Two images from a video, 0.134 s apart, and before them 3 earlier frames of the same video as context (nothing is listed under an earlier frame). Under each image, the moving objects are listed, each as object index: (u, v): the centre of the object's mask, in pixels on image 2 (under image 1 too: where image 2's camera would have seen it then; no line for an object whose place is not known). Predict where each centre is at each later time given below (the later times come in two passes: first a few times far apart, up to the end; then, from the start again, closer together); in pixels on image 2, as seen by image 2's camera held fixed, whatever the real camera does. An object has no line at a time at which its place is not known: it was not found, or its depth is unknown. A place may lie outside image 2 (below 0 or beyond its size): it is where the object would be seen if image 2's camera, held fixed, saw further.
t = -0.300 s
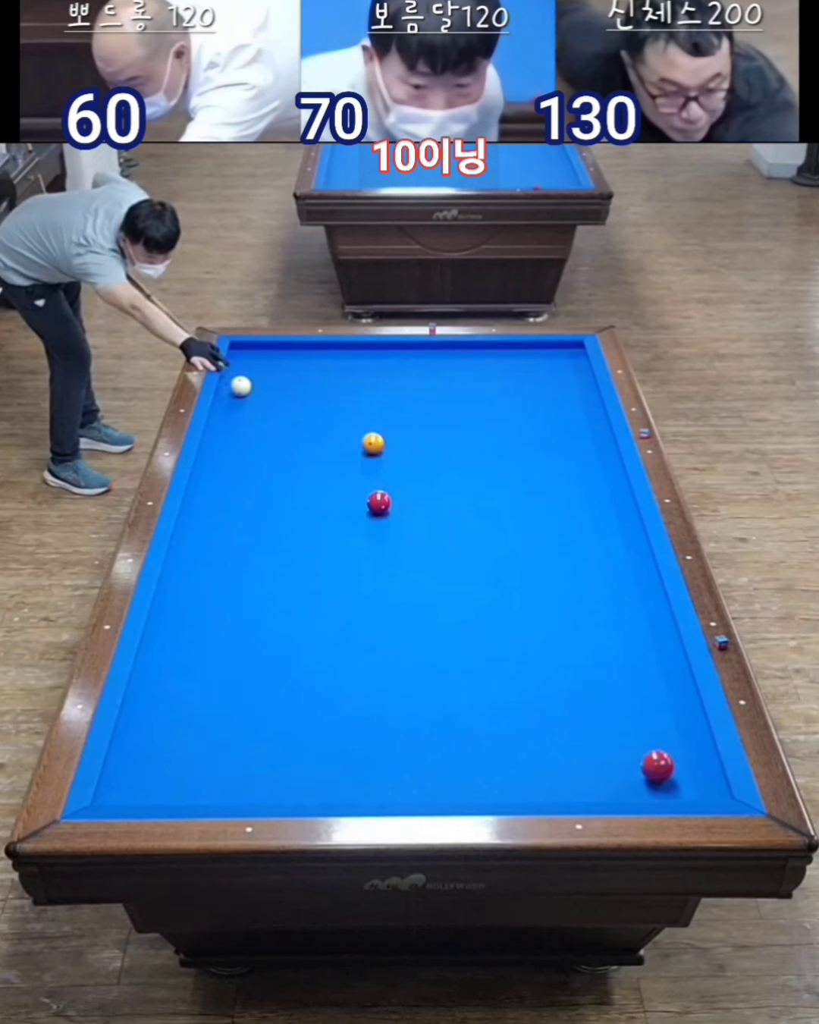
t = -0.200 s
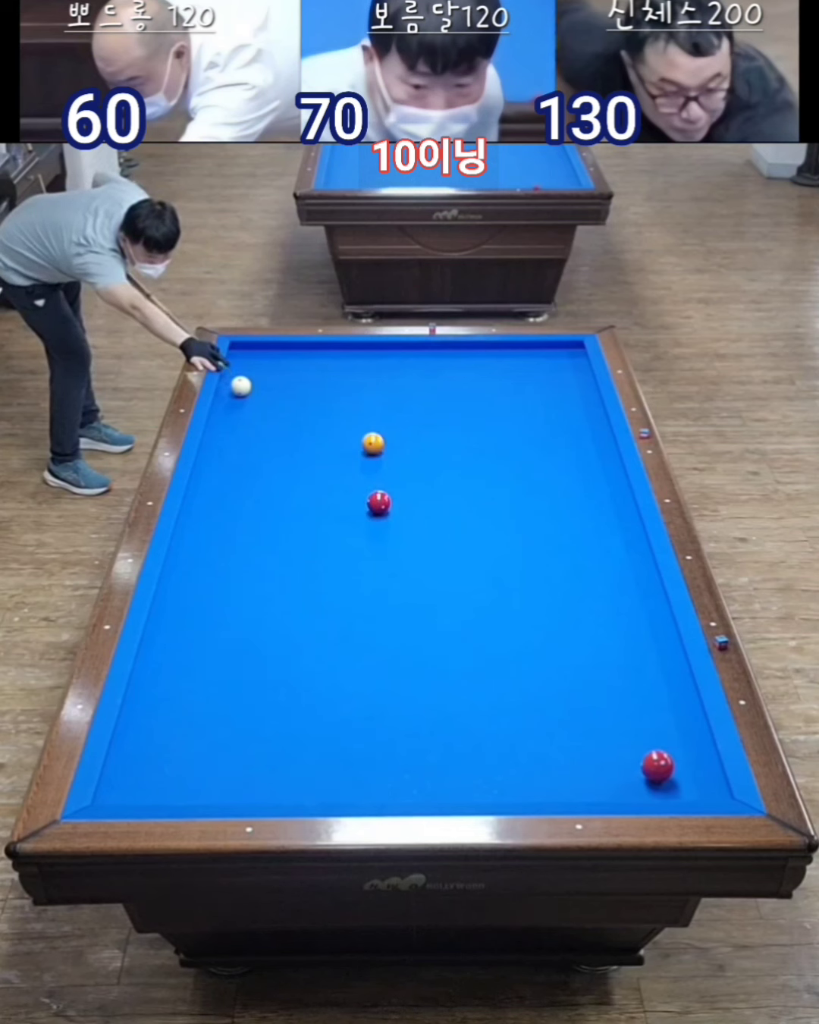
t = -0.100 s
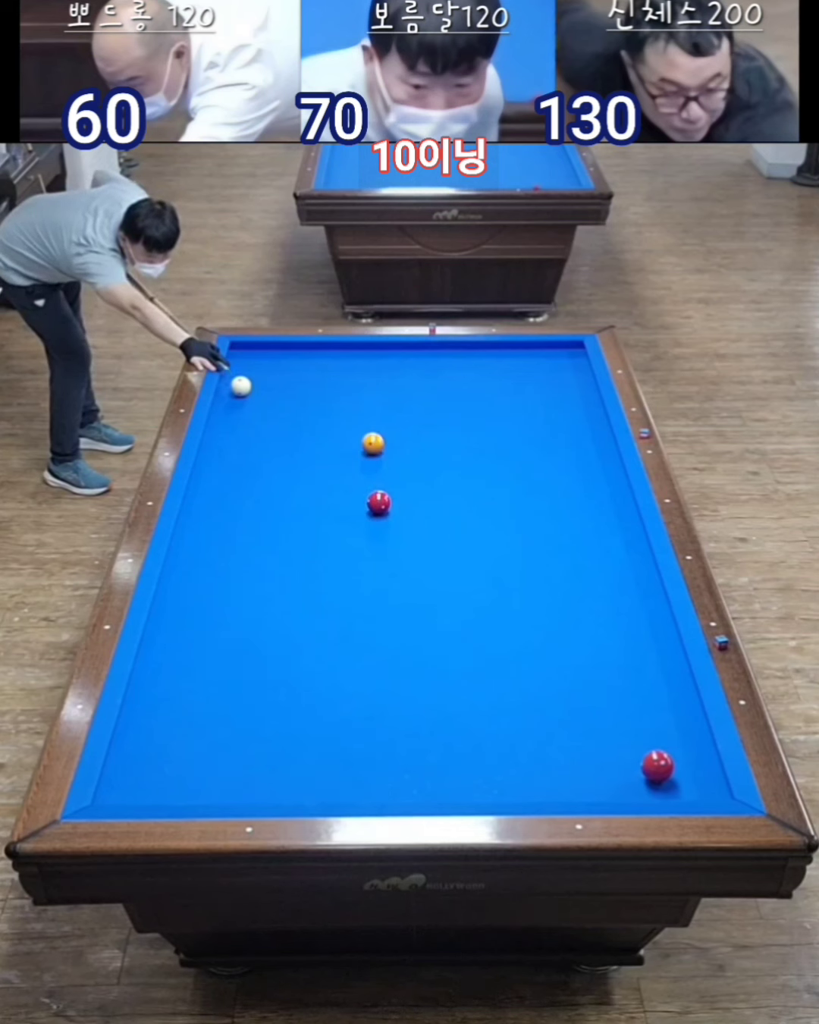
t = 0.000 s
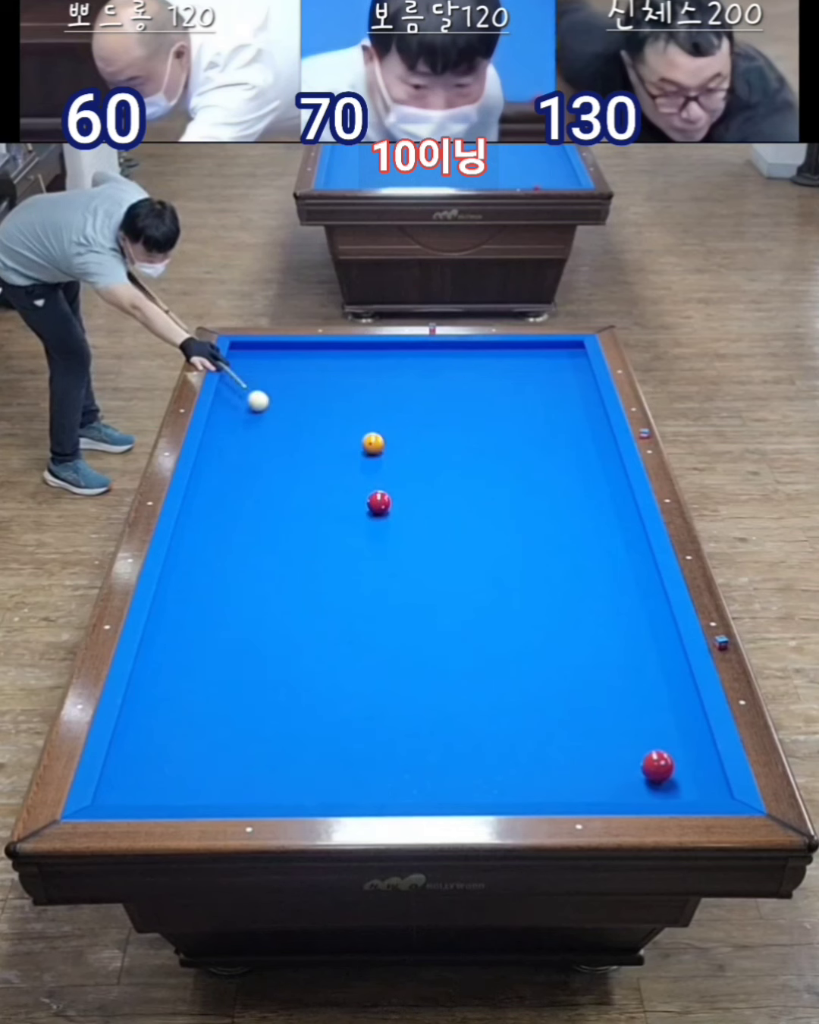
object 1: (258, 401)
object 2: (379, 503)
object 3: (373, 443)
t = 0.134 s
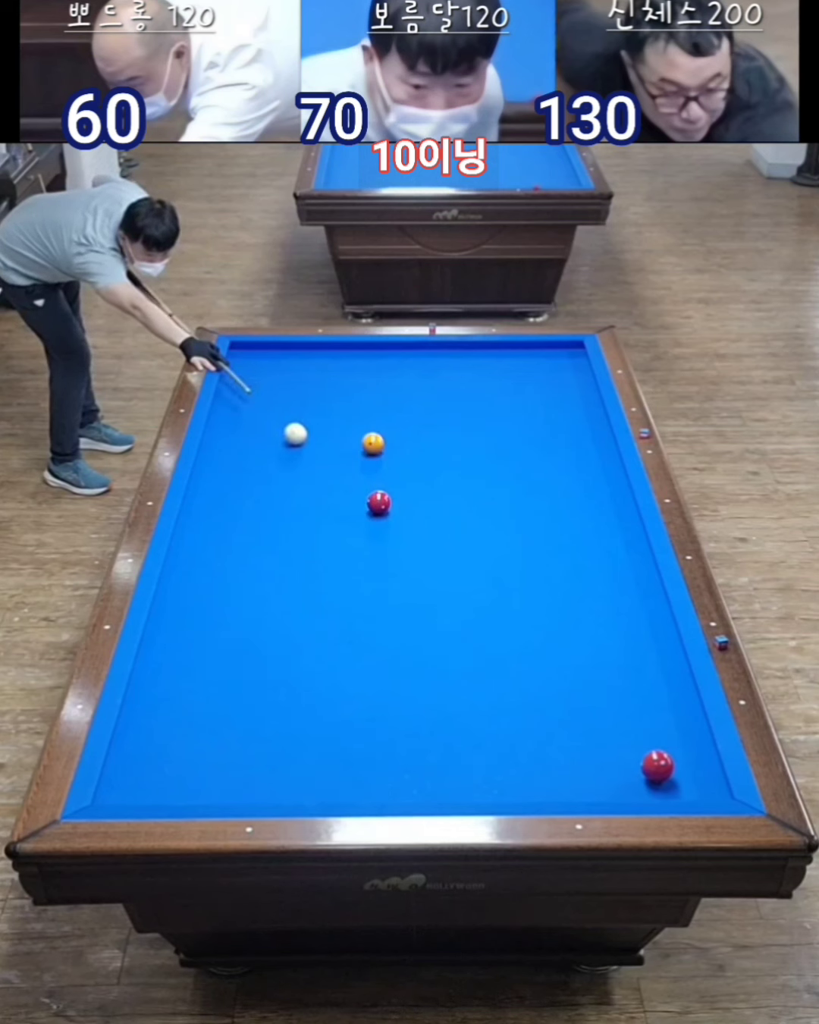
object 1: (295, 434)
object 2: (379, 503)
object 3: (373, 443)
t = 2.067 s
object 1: (354, 721)
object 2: (497, 740)
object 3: (373, 443)
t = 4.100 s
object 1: (373, 667)
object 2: (181, 569)
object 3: (373, 443)
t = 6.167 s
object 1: (388, 575)
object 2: (316, 477)
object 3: (373, 443)
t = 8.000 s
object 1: (391, 521)
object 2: (356, 446)
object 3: (417, 424)
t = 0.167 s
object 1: (305, 443)
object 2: (379, 503)
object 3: (373, 443)
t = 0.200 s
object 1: (315, 451)
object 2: (379, 503)
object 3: (373, 443)
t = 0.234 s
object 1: (326, 461)
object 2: (379, 503)
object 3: (373, 443)
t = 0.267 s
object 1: (336, 470)
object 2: (379, 503)
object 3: (373, 443)
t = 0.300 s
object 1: (347, 479)
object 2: (379, 503)
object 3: (373, 443)
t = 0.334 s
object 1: (358, 489)
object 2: (379, 503)
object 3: (373, 443)
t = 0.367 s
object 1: (362, 495)
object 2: (388, 508)
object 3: (373, 443)
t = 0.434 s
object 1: (356, 499)
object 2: (418, 525)
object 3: (373, 443)
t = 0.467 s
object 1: (353, 502)
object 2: (433, 533)
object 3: (373, 443)
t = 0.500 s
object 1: (352, 504)
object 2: (447, 541)
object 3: (373, 443)
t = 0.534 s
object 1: (351, 507)
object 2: (461, 549)
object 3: (373, 443)
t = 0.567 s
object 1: (350, 510)
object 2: (475, 557)
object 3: (373, 443)
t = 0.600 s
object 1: (349, 514)
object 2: (488, 564)
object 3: (373, 443)
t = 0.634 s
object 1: (349, 518)
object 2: (502, 572)
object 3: (373, 443)
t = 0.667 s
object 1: (350, 522)
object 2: (515, 579)
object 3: (373, 443)
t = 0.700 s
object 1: (350, 526)
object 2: (527, 586)
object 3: (373, 443)
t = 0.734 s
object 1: (350, 530)
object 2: (540, 593)
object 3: (373, 443)
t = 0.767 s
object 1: (350, 534)
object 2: (553, 600)
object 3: (373, 443)
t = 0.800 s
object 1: (350, 538)
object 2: (566, 608)
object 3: (373, 443)
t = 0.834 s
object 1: (350, 542)
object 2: (580, 616)
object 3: (373, 443)
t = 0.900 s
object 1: (350, 551)
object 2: (607, 631)
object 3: (373, 443)
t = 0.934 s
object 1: (351, 555)
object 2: (621, 639)
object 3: (373, 443)
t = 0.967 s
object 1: (351, 559)
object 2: (636, 647)
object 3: (373, 443)
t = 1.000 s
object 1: (351, 563)
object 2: (650, 655)
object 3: (373, 443)
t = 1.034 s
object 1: (351, 567)
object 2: (665, 663)
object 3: (373, 443)
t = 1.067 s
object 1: (351, 572)
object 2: (678, 672)
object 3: (373, 443)
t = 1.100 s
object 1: (351, 576)
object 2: (671, 678)
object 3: (373, 443)
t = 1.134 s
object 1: (351, 581)
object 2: (664, 684)
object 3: (373, 443)
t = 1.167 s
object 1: (351, 585)
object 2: (658, 691)
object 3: (373, 443)
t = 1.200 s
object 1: (351, 590)
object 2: (653, 698)
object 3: (373, 443)
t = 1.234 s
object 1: (351, 594)
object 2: (649, 705)
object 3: (373, 443)
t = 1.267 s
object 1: (352, 599)
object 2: (644, 711)
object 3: (373, 443)
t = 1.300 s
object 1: (352, 603)
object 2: (640, 718)
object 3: (373, 443)
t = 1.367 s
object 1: (352, 613)
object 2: (631, 733)
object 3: (373, 443)
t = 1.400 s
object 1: (352, 618)
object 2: (626, 740)
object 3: (373, 443)
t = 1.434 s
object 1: (352, 622)
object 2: (622, 747)
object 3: (373, 443)
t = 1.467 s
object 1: (352, 627)
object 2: (617, 754)
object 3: (373, 443)
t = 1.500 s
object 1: (353, 632)
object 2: (612, 762)
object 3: (373, 443)
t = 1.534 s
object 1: (353, 637)
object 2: (608, 769)
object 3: (373, 443)
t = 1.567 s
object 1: (353, 642)
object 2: (603, 777)
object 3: (373, 443)
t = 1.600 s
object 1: (353, 647)
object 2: (598, 784)
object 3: (373, 443)
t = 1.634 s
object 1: (353, 652)
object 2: (593, 789)
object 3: (373, 443)
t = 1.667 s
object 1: (353, 657)
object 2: (585, 787)
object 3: (373, 443)
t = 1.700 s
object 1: (353, 662)
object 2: (577, 784)
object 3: (373, 443)
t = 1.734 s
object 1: (353, 667)
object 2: (569, 779)
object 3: (373, 443)
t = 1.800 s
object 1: (353, 677)
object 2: (554, 771)
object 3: (373, 443)
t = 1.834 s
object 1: (354, 682)
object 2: (547, 767)
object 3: (373, 443)
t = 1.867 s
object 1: (354, 688)
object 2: (539, 763)
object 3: (373, 443)
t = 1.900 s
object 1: (354, 694)
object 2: (532, 760)
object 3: (373, 443)
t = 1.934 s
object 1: (354, 699)
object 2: (525, 756)
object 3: (373, 443)
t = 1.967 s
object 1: (354, 704)
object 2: (518, 752)
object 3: (373, 443)
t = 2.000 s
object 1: (354, 710)
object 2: (511, 748)
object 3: (373, 443)
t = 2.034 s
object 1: (354, 715)
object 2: (504, 744)
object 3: (373, 443)
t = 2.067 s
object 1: (354, 721)
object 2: (497, 740)
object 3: (373, 443)
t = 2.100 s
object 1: (355, 727)
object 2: (490, 737)
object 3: (373, 443)
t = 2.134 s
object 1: (355, 733)
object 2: (484, 733)
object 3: (373, 443)
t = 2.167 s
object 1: (355, 739)
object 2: (477, 730)
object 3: (373, 443)
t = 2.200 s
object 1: (355, 744)
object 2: (470, 726)
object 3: (373, 443)
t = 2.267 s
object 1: (355, 756)
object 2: (457, 719)
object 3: (373, 443)
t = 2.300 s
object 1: (356, 762)
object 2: (451, 715)
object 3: (373, 443)
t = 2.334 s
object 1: (356, 768)
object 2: (444, 712)
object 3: (373, 443)
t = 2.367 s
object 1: (356, 774)
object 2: (438, 709)
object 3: (373, 443)
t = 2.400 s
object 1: (356, 780)
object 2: (432, 705)
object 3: (373, 443)
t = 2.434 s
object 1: (356, 786)
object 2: (426, 703)
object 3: (373, 443)
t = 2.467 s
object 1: (357, 789)
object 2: (420, 699)
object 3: (373, 443)
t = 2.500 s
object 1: (357, 790)
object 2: (413, 696)
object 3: (373, 443)
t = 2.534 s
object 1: (357, 787)
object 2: (408, 692)
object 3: (373, 443)
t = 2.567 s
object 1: (357, 785)
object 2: (402, 689)
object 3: (373, 443)
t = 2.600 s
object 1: (358, 783)
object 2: (396, 686)
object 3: (373, 443)
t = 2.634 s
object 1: (358, 779)
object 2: (390, 683)
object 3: (373, 443)
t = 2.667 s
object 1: (358, 776)
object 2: (384, 680)
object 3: (373, 443)
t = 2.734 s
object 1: (359, 770)
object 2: (373, 674)
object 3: (373, 443)
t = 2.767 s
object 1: (359, 766)
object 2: (367, 671)
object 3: (373, 443)
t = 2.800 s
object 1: (359, 764)
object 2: (362, 667)
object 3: (373, 443)
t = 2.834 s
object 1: (360, 761)
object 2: (356, 665)
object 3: (373, 443)
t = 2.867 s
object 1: (360, 758)
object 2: (351, 662)
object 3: (373, 443)
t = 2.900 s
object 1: (361, 754)
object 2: (345, 659)
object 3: (373, 443)
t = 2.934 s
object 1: (361, 752)
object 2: (340, 656)
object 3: (373, 443)
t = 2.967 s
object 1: (361, 749)
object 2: (335, 653)
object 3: (373, 443)
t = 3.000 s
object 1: (362, 746)
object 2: (330, 650)
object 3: (373, 443)
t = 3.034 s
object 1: (362, 743)
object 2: (325, 648)
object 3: (373, 443)
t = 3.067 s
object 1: (362, 740)
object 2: (319, 644)
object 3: (373, 443)
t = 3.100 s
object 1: (363, 738)
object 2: (314, 642)
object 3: (373, 443)
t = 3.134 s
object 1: (363, 735)
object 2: (309, 639)
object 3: (373, 443)
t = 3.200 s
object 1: (364, 729)
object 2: (299, 634)
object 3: (373, 443)
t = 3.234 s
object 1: (365, 727)
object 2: (294, 631)
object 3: (373, 443)
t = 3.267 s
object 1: (365, 724)
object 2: (289, 628)
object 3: (373, 443)
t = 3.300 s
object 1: (365, 721)
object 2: (285, 626)
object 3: (373, 443)
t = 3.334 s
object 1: (366, 719)
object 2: (280, 623)
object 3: (373, 443)
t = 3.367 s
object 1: (366, 716)
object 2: (275, 620)
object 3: (373, 443)
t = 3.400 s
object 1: (366, 714)
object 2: (271, 618)
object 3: (373, 443)
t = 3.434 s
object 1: (367, 711)
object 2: (266, 616)
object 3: (373, 443)
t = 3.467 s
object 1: (367, 709)
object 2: (261, 613)
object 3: (373, 443)
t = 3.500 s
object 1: (367, 706)
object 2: (257, 611)
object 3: (373, 443)
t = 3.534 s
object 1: (368, 704)
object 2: (252, 609)
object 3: (373, 443)
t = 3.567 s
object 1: (368, 702)
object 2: (248, 606)
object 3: (373, 443)
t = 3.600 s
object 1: (368, 699)
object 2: (243, 603)
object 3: (373, 443)
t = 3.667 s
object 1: (369, 694)
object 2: (234, 598)
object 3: (373, 443)
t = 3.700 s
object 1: (369, 692)
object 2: (230, 596)
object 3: (373, 443)
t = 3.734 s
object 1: (369, 690)
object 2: (226, 594)
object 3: (373, 443)
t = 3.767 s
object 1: (370, 688)
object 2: (222, 592)
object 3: (373, 443)
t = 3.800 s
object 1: (370, 686)
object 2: (217, 589)
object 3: (373, 443)
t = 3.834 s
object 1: (370, 683)
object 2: (213, 587)
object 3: (373, 443)
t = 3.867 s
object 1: (371, 681)
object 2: (210, 584)
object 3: (373, 443)
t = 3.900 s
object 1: (371, 679)
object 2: (205, 582)
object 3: (373, 443)
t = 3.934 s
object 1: (371, 677)
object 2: (201, 580)
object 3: (373, 443)
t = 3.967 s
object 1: (372, 675)
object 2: (197, 578)
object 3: (373, 443)
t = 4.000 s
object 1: (372, 673)
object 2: (193, 576)
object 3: (373, 443)
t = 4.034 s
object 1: (372, 671)
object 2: (189, 573)
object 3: (373, 443)
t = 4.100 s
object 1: (373, 667)
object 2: (181, 569)
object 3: (373, 443)
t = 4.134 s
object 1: (373, 665)
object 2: (177, 567)
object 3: (373, 443)
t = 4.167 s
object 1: (373, 663)
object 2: (179, 566)
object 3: (373, 443)
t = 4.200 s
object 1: (374, 661)
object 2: (182, 563)
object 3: (373, 443)
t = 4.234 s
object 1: (374, 659)
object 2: (185, 561)
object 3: (373, 443)
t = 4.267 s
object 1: (374, 657)
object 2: (187, 560)
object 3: (373, 443)
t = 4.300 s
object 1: (374, 655)
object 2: (190, 558)
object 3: (373, 443)
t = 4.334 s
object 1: (375, 653)
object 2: (193, 556)
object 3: (373, 443)
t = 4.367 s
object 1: (375, 651)
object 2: (196, 554)
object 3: (373, 443)
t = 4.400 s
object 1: (376, 650)
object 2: (199, 552)
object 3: (373, 443)
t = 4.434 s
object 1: (376, 648)
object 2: (201, 551)
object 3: (373, 443)
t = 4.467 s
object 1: (376, 646)
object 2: (204, 549)
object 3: (373, 443)
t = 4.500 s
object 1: (377, 644)
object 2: (207, 547)
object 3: (373, 443)
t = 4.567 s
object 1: (377, 641)
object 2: (212, 544)
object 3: (373, 443)
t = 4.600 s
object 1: (377, 639)
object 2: (214, 542)
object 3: (373, 443)
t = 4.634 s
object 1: (378, 637)
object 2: (217, 541)
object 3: (373, 443)
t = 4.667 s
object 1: (378, 635)
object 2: (220, 539)
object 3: (373, 443)
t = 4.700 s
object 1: (378, 634)
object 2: (222, 537)
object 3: (373, 443)
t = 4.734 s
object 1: (379, 632)
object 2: (225, 535)
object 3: (373, 443)
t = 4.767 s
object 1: (379, 630)
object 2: (227, 534)
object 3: (373, 443)
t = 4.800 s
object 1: (379, 629)
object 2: (230, 532)
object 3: (373, 443)
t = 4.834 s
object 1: (379, 627)
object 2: (232, 531)
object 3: (373, 443)
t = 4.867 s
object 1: (380, 625)
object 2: (234, 529)
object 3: (373, 443)
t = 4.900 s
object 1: (380, 624)
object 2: (237, 527)
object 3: (373, 443)
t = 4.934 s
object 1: (380, 622)
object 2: (239, 526)
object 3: (373, 443)
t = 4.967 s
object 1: (380, 621)
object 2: (242, 524)
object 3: (373, 443)
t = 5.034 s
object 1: (381, 618)
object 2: (247, 521)
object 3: (373, 443)
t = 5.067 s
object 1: (381, 616)
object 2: (249, 520)
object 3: (373, 443)
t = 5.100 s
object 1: (381, 615)
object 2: (251, 518)
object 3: (373, 443)
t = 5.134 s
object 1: (382, 613)
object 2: (253, 517)
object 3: (373, 443)
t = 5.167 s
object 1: (382, 612)
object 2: (256, 515)
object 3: (373, 443)
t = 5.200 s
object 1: (382, 611)
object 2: (258, 514)
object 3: (373, 443)
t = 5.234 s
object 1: (382, 609)
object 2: (260, 513)
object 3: (373, 443)
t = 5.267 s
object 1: (383, 608)
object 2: (262, 511)
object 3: (373, 443)
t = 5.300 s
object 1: (383, 606)
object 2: (265, 510)
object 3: (373, 443)
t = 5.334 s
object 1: (383, 605)
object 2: (267, 508)
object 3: (373, 443)
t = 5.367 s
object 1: (383, 604)
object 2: (269, 507)
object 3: (373, 443)
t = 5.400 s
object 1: (384, 602)
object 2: (271, 505)
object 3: (373, 443)
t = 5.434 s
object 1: (384, 601)
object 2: (273, 504)
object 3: (373, 443)
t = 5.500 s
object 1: (384, 598)
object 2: (278, 501)
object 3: (373, 443)
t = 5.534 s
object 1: (385, 597)
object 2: (280, 500)
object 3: (373, 443)
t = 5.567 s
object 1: (385, 596)
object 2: (281, 499)
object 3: (373, 443)
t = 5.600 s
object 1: (385, 595)
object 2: (283, 497)
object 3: (373, 443)
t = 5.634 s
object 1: (385, 594)
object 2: (285, 496)
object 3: (373, 443)
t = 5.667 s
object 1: (385, 592)
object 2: (288, 495)
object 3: (373, 443)
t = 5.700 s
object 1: (386, 591)
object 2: (290, 494)
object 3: (373, 443)
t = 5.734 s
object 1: (386, 590)
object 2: (292, 492)
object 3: (373, 443)
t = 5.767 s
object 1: (386, 589)
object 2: (293, 491)
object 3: (373, 443)
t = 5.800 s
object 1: (386, 587)
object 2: (295, 490)
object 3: (373, 443)
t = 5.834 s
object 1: (386, 586)
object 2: (297, 488)
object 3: (373, 443)
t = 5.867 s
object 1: (387, 585)
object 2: (299, 488)
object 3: (373, 443)
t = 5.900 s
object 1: (387, 584)
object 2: (301, 486)
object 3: (373, 443)
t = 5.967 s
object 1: (387, 582)
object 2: (305, 484)
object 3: (373, 443)
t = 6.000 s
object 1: (387, 581)
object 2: (307, 483)
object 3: (373, 443)
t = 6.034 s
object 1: (387, 580)
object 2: (308, 482)
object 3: (373, 443)
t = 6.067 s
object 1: (387, 578)
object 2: (310, 481)
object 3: (373, 443)
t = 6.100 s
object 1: (388, 578)
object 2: (312, 479)
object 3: (373, 443)
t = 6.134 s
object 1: (388, 576)
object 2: (314, 478)
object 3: (373, 443)
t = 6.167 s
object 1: (388, 575)
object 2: (316, 477)
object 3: (373, 443)
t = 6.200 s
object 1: (388, 575)
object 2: (317, 476)
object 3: (373, 443)
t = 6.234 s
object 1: (388, 573)
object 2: (319, 475)
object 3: (373, 443)
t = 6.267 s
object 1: (388, 572)
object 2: (321, 474)
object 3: (373, 443)
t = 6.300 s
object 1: (388, 571)
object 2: (322, 473)
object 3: (373, 443)
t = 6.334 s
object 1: (388, 571)
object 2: (324, 471)
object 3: (373, 443)
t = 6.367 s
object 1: (388, 570)
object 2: (325, 471)
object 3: (373, 443)
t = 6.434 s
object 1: (388, 568)
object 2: (329, 469)
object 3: (373, 443)
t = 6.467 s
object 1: (389, 567)
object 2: (330, 468)
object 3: (373, 443)
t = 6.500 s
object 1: (389, 566)
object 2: (332, 466)
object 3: (373, 443)
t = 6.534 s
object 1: (389, 565)
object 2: (334, 466)
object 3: (373, 443)
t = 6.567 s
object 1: (389, 564)
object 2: (335, 465)
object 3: (373, 443)
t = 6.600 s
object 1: (389, 563)
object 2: (337, 463)
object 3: (373, 443)
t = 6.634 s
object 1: (389, 562)
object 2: (339, 462)
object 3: (373, 443)
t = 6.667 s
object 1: (389, 561)
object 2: (340, 461)
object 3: (373, 443)
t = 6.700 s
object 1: (389, 560)
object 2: (341, 461)
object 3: (373, 443)
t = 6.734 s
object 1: (389, 560)
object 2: (343, 460)
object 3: (373, 443)
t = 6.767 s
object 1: (389, 559)
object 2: (344, 459)
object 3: (373, 443)
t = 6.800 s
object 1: (389, 556)
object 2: (348, 456)
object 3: (373, 443)
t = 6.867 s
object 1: (389, 550)
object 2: (357, 450)
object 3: (376, 442)
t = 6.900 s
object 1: (389, 547)
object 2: (357, 449)
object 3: (379, 440)
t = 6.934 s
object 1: (389, 545)
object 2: (357, 448)
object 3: (382, 439)
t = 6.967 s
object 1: (389, 542)
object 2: (356, 448)
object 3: (385, 437)
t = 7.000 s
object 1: (389, 540)
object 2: (356, 447)
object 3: (388, 436)
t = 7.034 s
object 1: (389, 537)
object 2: (356, 446)
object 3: (391, 434)
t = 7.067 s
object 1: (389, 535)
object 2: (356, 446)
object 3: (394, 433)
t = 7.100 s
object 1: (389, 533)
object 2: (356, 446)
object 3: (396, 431)
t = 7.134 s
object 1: (389, 532)
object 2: (356, 446)
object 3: (399, 431)
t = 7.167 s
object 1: (389, 530)
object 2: (356, 446)
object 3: (401, 429)
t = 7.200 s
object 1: (389, 529)
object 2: (356, 446)
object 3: (403, 428)
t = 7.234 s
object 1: (389, 527)
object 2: (356, 446)
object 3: (405, 428)
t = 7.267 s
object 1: (390, 526)
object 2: (356, 446)
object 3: (407, 427)
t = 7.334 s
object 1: (390, 524)
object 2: (356, 446)
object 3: (410, 425)
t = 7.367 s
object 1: (390, 523)
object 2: (356, 446)
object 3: (411, 425)
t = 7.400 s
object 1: (390, 522)
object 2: (356, 446)
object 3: (413, 424)
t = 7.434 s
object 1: (391, 522)
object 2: (356, 446)
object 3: (414, 424)
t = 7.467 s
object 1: (391, 522)
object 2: (356, 446)
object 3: (415, 424)
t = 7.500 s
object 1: (391, 521)
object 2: (356, 446)
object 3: (416, 424)
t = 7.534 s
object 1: (391, 521)
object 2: (356, 446)
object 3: (416, 423)
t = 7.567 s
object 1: (391, 521)
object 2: (356, 446)
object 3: (416, 423)
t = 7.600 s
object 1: (391, 521)
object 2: (356, 446)
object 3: (417, 424)
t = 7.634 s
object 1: (391, 521)
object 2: (356, 446)
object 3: (417, 424)
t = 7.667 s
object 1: (391, 521)
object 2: (356, 446)
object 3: (417, 424)
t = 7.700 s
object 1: (391, 521)
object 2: (356, 446)
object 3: (417, 424)
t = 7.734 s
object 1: (391, 521)
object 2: (356, 446)
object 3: (417, 424)
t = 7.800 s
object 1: (391, 521)
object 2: (356, 446)
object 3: (417, 424)
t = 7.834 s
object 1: (391, 521)
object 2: (356, 446)
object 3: (417, 424)
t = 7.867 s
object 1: (391, 521)
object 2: (356, 446)
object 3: (417, 424)
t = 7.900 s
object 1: (391, 521)
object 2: (356, 446)
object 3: (417, 424)
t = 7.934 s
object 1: (391, 521)
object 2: (356, 446)
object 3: (417, 424)
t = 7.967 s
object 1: (391, 521)
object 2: (356, 446)
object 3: (417, 424)
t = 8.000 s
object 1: (391, 521)
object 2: (356, 446)
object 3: (417, 424)
